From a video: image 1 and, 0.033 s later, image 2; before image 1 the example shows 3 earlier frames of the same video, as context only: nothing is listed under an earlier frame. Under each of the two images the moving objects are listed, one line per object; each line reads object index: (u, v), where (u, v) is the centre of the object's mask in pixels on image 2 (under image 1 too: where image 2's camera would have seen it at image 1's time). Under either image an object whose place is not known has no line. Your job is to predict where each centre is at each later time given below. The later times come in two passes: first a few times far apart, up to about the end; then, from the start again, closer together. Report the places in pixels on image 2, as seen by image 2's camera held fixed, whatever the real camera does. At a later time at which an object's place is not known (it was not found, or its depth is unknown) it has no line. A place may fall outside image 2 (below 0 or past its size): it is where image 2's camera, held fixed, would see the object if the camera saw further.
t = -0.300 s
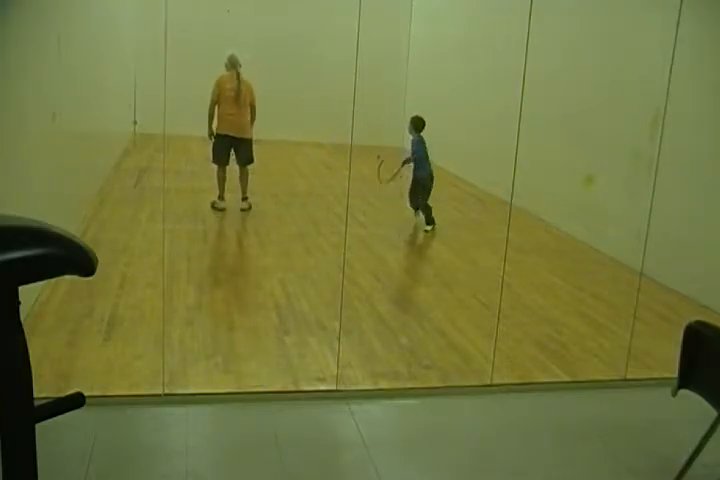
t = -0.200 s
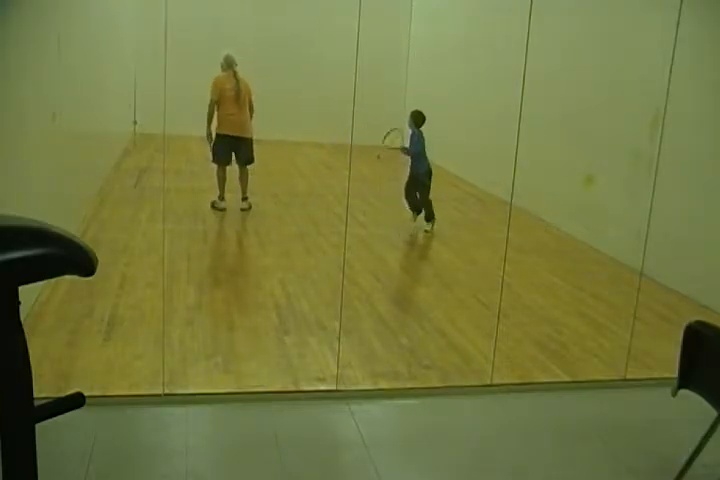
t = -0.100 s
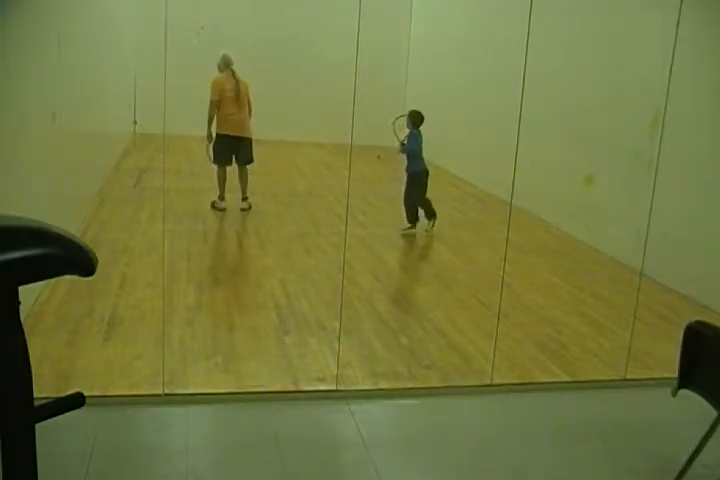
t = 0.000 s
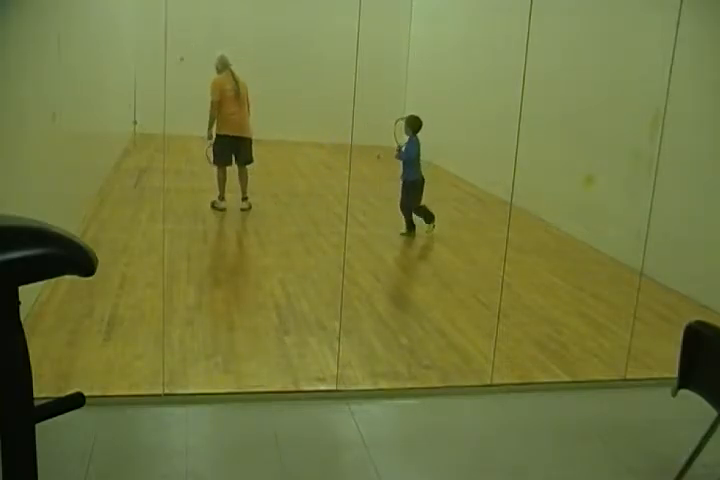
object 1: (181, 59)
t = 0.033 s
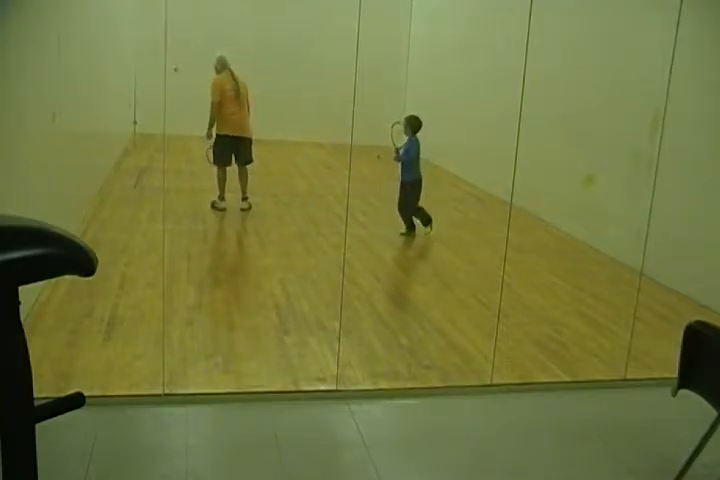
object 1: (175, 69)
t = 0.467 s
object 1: (86, 126)
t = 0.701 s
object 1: (104, 82)
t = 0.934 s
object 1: (133, 100)
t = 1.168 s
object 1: (164, 193)
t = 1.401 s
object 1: (188, 243)
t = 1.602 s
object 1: (195, 185)
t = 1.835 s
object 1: (206, 192)
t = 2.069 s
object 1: (216, 308)
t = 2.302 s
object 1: (205, 350)
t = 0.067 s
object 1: (169, 81)
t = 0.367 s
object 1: (106, 166)
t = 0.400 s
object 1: (100, 152)
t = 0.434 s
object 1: (93, 139)
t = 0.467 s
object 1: (86, 126)
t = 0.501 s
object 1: (82, 115)
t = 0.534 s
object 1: (86, 107)
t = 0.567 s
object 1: (90, 100)
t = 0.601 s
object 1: (93, 93)
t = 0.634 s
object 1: (96, 88)
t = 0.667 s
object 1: (100, 84)
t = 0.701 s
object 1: (104, 82)
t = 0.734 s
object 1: (108, 80)
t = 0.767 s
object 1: (112, 80)
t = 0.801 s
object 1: (116, 81)
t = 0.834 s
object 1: (120, 84)
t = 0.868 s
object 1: (124, 88)
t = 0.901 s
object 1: (128, 93)
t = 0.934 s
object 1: (133, 100)
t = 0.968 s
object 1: (137, 108)
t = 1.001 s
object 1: (141, 119)
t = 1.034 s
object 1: (146, 131)
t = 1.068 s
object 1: (150, 143)
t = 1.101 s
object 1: (155, 158)
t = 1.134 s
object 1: (159, 175)
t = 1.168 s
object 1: (164, 193)
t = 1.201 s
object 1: (169, 212)
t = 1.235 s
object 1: (173, 234)
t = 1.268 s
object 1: (179, 257)
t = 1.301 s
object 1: (184, 283)
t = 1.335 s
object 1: (186, 271)
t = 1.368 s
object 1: (187, 256)
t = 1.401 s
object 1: (188, 243)
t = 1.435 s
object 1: (189, 230)
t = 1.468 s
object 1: (190, 218)
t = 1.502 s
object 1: (192, 207)
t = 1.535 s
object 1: (193, 199)
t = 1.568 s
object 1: (194, 191)
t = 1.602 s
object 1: (195, 185)
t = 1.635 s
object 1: (197, 181)
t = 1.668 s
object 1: (198, 178)
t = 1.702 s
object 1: (200, 177)
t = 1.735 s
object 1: (201, 177)
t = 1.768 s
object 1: (203, 181)
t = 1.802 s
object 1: (204, 185)
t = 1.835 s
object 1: (206, 192)
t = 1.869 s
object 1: (207, 201)
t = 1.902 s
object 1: (209, 213)
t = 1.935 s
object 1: (210, 228)
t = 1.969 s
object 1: (211, 244)
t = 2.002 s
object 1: (213, 264)
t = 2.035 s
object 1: (215, 286)
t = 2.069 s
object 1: (216, 308)
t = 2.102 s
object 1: (215, 312)
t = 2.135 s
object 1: (213, 317)
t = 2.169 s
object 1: (211, 324)
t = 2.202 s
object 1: (210, 334)
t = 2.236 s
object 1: (208, 344)
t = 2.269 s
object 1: (207, 356)
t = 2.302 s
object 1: (205, 350)
